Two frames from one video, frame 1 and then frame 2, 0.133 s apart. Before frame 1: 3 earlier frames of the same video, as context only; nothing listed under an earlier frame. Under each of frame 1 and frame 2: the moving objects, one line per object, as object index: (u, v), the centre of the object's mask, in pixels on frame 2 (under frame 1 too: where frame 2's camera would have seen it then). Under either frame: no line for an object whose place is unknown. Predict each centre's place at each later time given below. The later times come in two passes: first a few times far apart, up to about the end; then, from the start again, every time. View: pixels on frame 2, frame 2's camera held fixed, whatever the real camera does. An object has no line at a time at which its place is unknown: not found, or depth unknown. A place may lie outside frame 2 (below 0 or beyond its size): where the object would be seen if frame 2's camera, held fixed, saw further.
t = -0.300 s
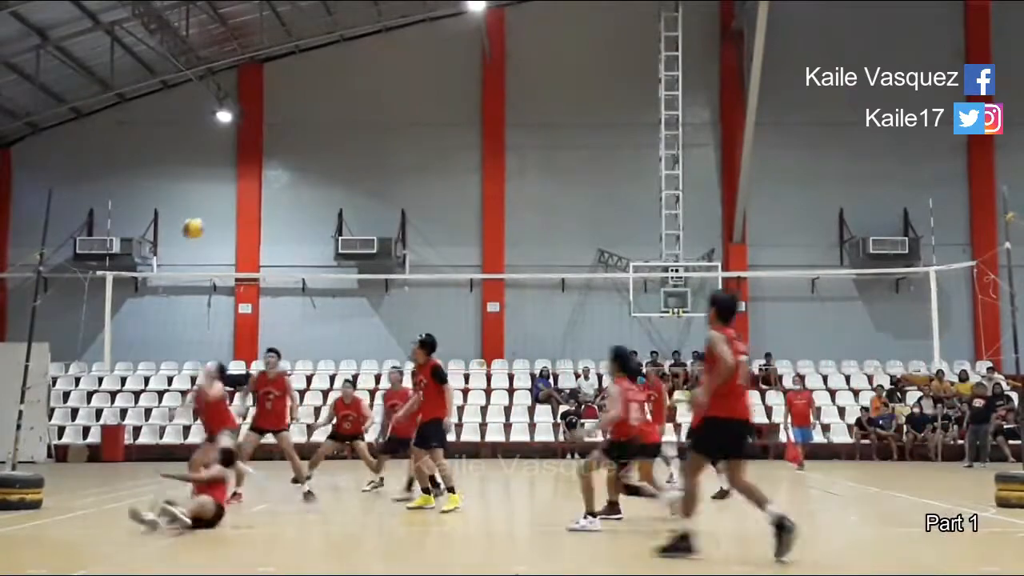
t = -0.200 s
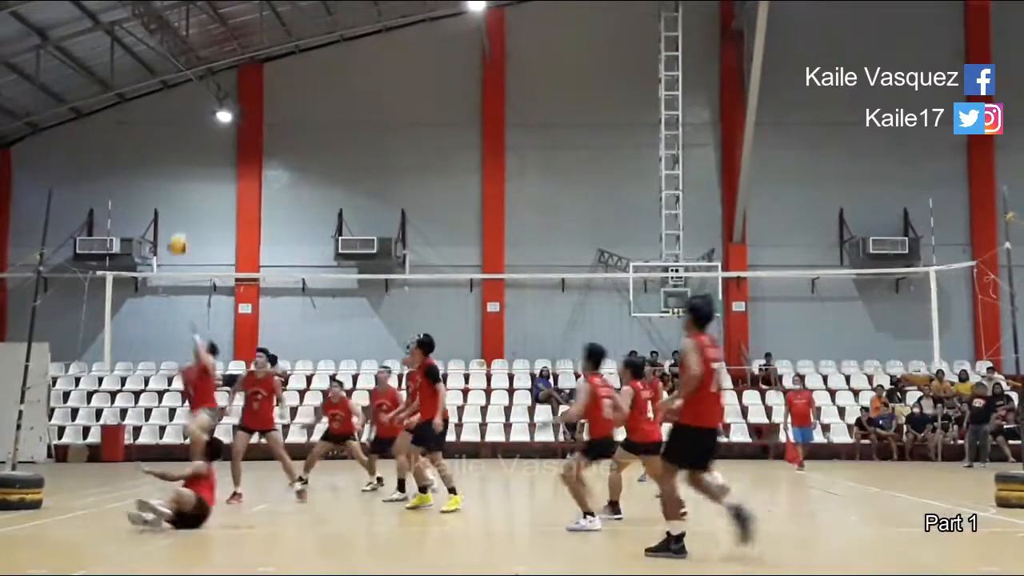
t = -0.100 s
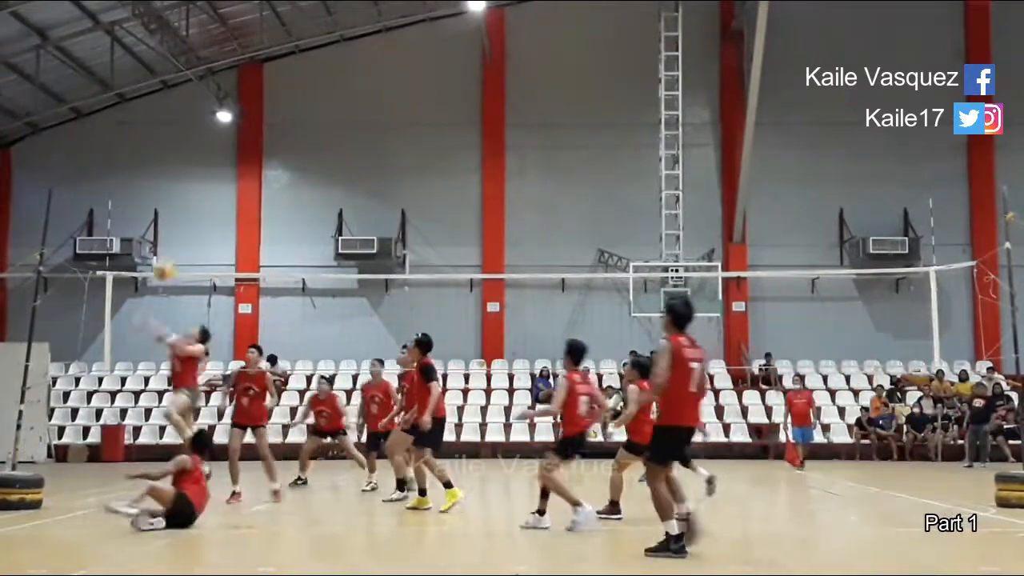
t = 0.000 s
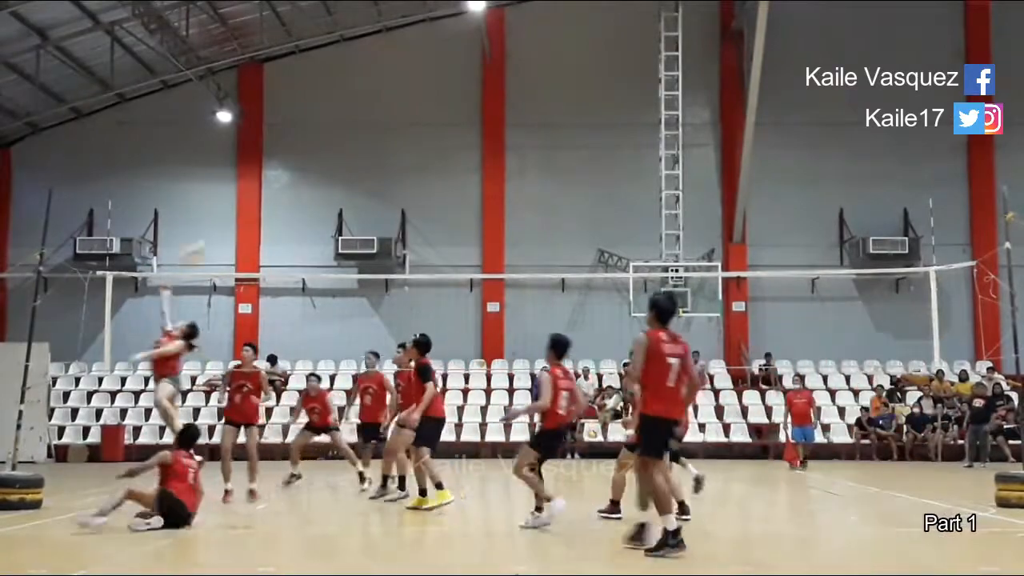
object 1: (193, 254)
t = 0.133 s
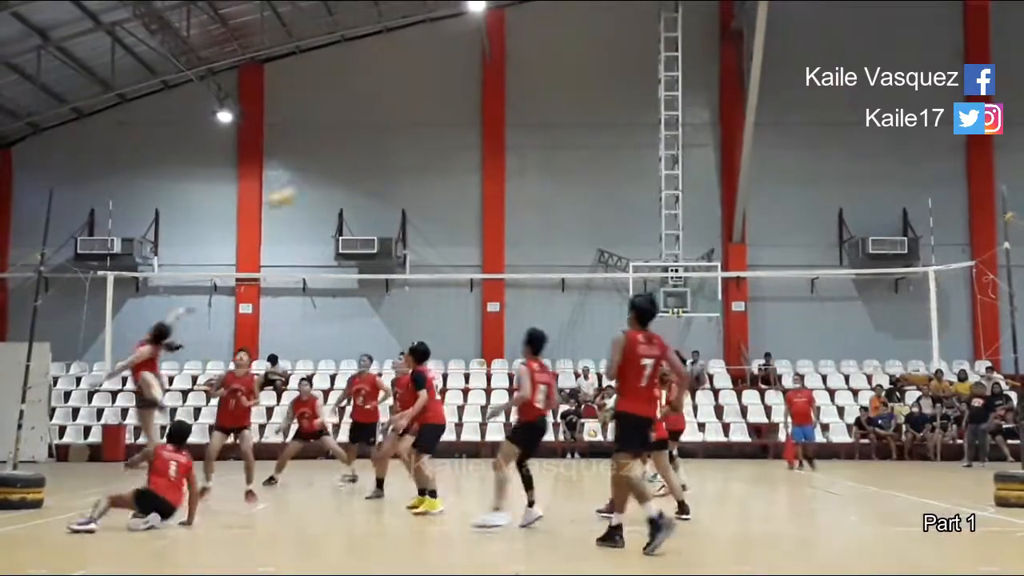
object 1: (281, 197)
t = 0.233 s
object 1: (338, 169)
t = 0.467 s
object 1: (458, 139)
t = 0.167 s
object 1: (303, 186)
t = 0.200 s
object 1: (321, 178)
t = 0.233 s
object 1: (338, 169)
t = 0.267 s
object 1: (357, 162)
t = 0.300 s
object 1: (375, 156)
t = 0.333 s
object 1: (393, 151)
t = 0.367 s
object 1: (410, 146)
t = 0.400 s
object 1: (426, 143)
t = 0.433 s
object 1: (442, 141)
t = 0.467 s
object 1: (458, 139)
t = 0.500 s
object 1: (473, 139)
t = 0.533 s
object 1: (488, 140)
